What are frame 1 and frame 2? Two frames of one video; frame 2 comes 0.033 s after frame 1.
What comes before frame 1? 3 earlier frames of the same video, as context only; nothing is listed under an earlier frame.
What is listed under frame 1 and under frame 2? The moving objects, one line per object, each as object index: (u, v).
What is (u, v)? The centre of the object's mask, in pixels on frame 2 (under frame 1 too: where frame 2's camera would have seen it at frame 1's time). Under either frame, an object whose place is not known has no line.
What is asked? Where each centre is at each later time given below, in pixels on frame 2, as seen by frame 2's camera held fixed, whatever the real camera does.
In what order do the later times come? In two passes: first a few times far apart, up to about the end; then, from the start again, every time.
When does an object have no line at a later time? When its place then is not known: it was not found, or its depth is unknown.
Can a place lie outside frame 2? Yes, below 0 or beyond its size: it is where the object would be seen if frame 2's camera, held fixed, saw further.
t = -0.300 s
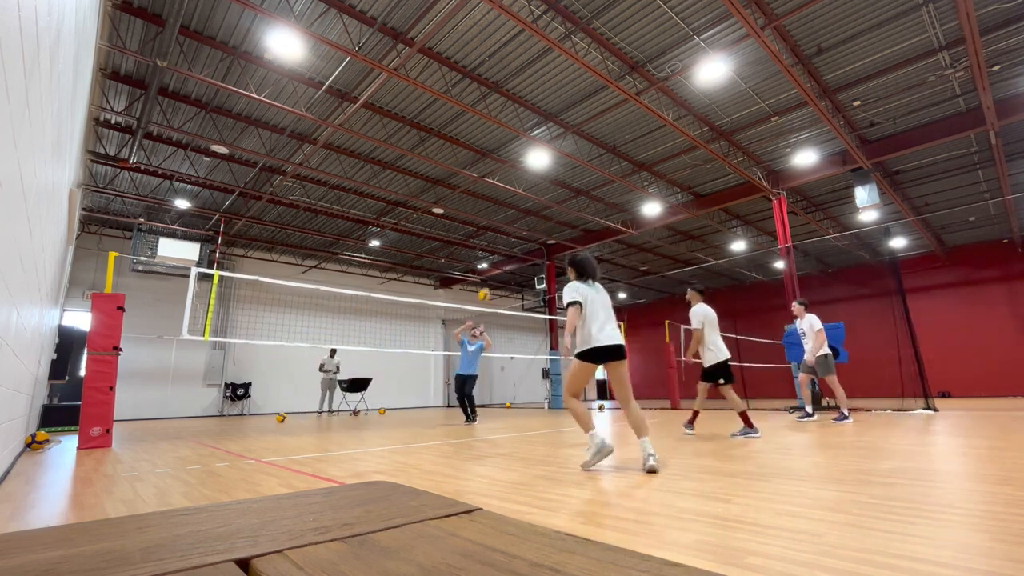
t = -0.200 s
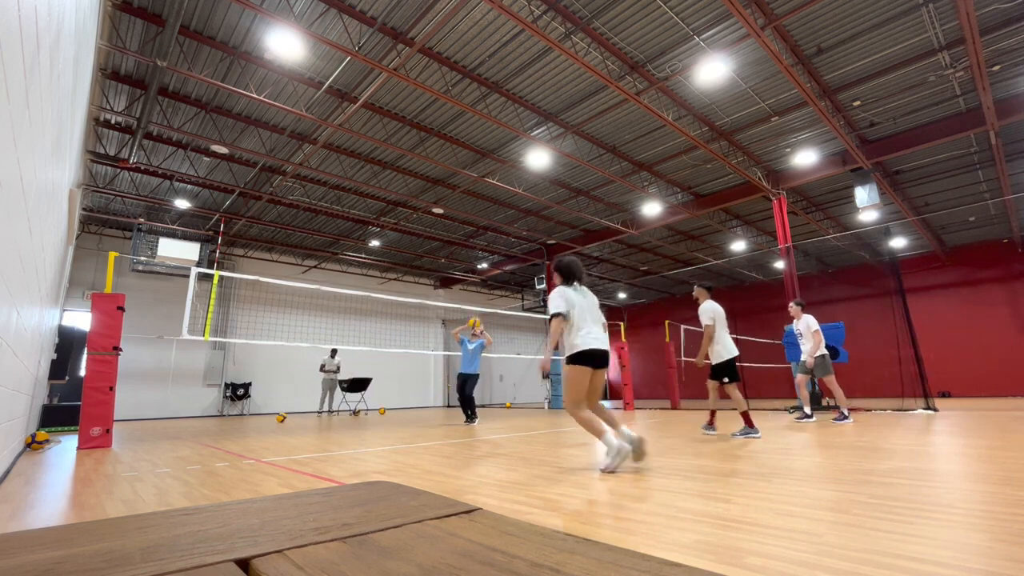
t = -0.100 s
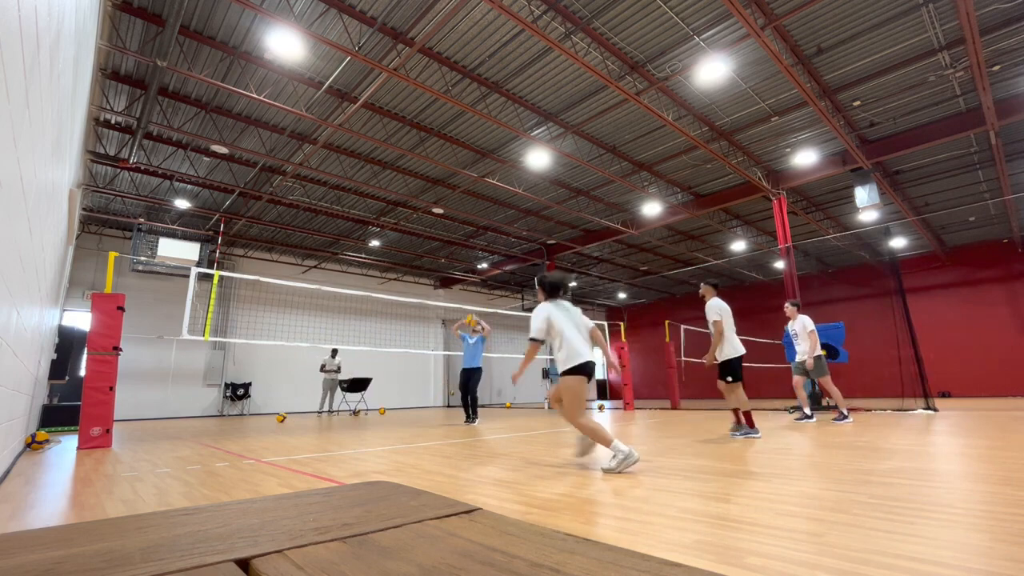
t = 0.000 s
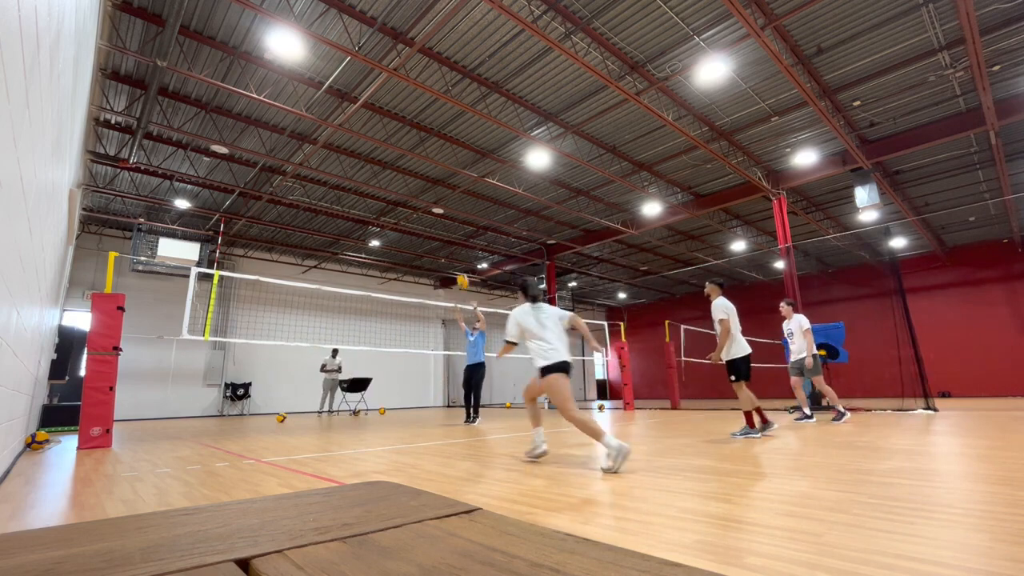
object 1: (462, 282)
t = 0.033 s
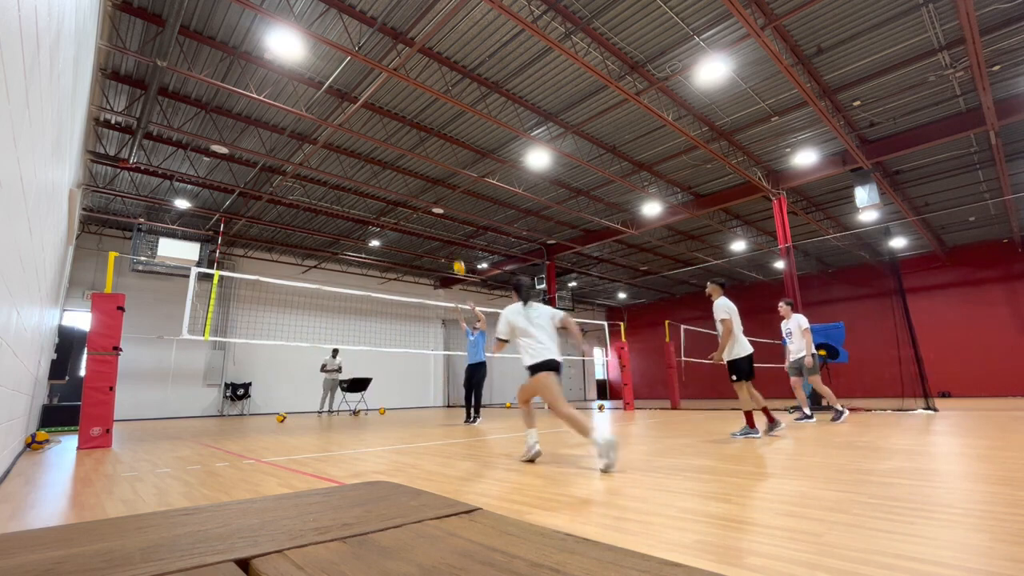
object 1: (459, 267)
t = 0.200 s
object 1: (441, 211)
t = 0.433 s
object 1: (416, 156)
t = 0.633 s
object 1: (392, 130)
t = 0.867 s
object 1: (363, 126)
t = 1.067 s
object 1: (334, 146)
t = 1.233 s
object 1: (308, 182)
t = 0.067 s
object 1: (455, 255)
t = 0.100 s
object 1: (452, 244)
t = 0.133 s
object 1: (448, 232)
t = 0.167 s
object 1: (445, 221)
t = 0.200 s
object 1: (441, 211)
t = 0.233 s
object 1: (438, 201)
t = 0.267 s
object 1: (435, 192)
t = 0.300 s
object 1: (430, 184)
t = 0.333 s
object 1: (427, 177)
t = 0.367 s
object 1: (423, 169)
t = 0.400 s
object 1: (419, 162)
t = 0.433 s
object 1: (416, 156)
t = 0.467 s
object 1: (412, 150)
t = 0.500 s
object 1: (408, 146)
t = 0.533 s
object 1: (403, 141)
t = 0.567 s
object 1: (400, 137)
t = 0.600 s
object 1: (396, 134)
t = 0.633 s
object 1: (392, 130)
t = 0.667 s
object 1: (388, 128)
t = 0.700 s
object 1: (384, 126)
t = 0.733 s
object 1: (379, 125)
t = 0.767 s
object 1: (375, 124)
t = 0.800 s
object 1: (371, 124)
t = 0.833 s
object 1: (367, 125)
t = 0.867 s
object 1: (363, 126)
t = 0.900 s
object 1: (358, 128)
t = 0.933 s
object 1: (353, 130)
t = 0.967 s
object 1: (349, 133)
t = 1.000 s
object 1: (344, 136)
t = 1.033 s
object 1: (339, 141)
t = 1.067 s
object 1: (334, 146)
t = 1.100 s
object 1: (329, 152)
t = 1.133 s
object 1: (324, 158)
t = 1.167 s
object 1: (319, 165)
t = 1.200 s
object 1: (313, 173)
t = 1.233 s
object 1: (308, 182)
